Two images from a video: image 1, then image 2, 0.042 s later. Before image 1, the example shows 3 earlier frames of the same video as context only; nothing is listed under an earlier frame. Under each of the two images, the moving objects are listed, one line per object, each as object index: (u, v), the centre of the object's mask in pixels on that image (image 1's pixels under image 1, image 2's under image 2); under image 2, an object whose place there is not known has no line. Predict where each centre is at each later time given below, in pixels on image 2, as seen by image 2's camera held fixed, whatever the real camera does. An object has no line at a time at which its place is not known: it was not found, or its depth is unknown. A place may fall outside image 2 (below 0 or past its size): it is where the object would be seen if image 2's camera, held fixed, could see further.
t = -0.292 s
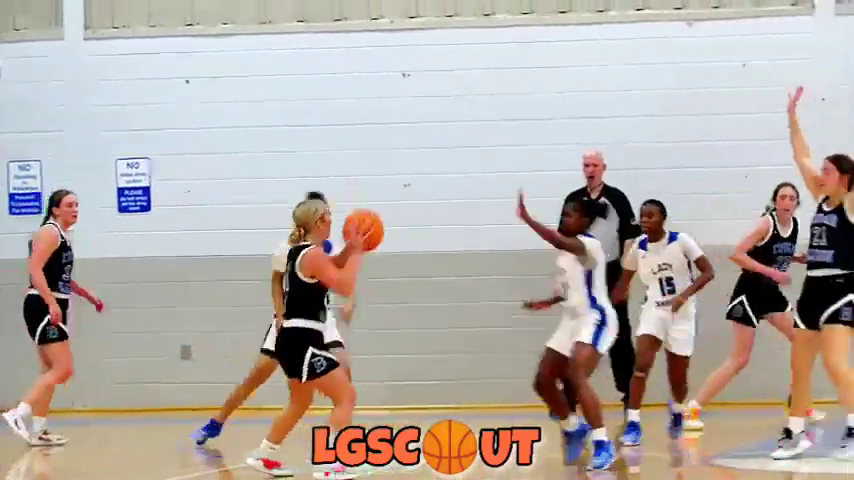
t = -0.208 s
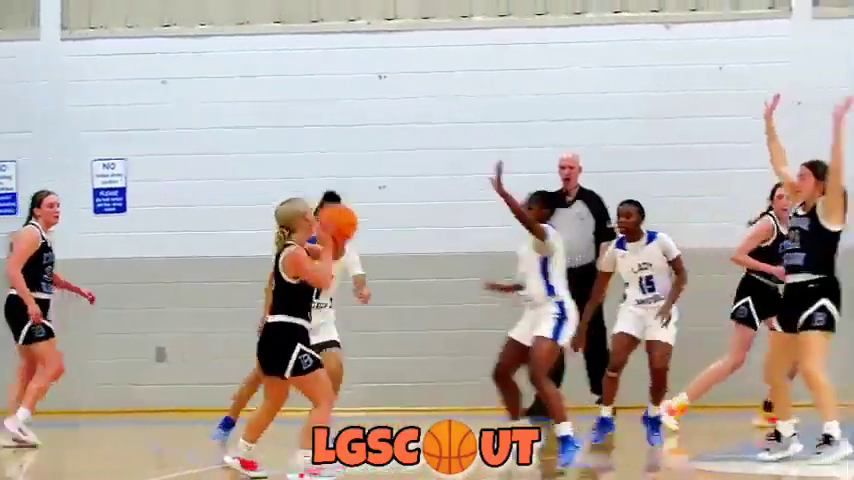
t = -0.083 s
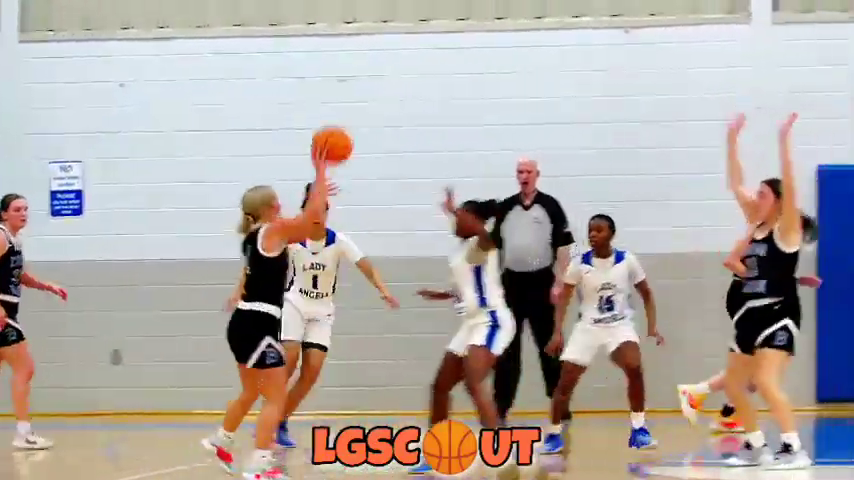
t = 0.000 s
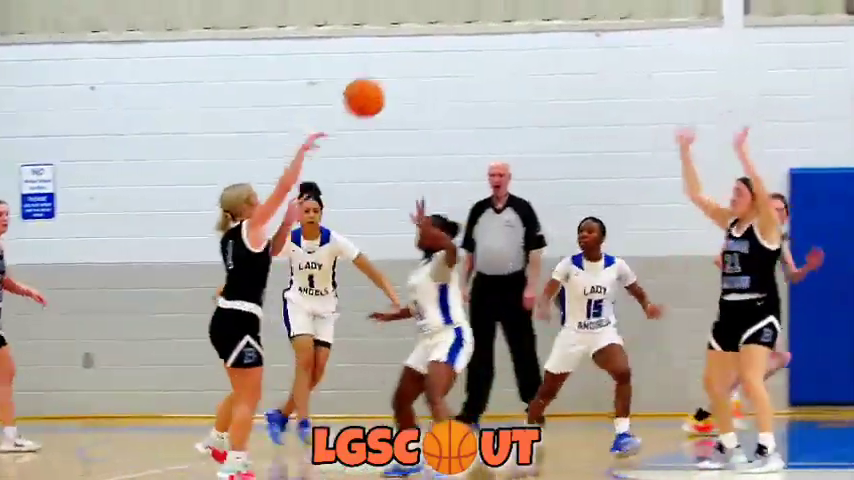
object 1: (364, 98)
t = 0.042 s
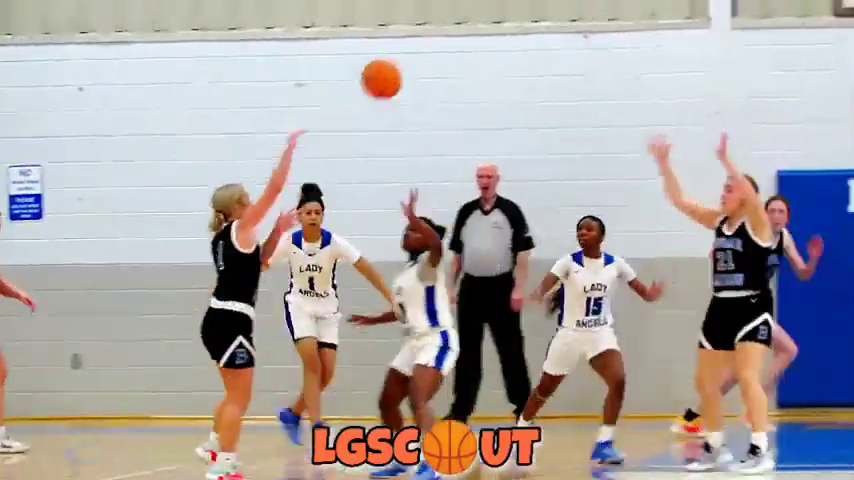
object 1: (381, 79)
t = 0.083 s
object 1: (413, 61)
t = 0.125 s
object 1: (443, 48)
